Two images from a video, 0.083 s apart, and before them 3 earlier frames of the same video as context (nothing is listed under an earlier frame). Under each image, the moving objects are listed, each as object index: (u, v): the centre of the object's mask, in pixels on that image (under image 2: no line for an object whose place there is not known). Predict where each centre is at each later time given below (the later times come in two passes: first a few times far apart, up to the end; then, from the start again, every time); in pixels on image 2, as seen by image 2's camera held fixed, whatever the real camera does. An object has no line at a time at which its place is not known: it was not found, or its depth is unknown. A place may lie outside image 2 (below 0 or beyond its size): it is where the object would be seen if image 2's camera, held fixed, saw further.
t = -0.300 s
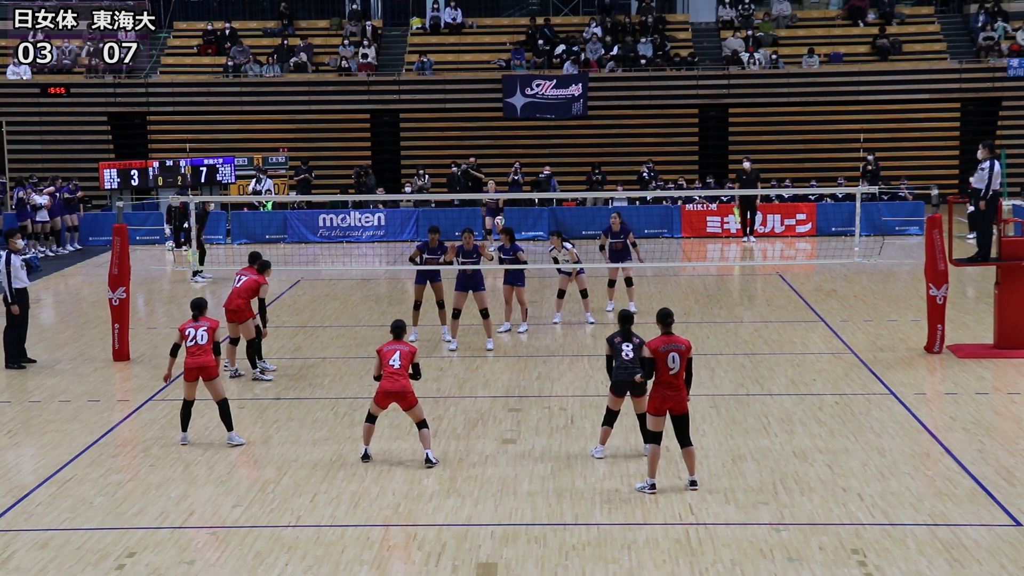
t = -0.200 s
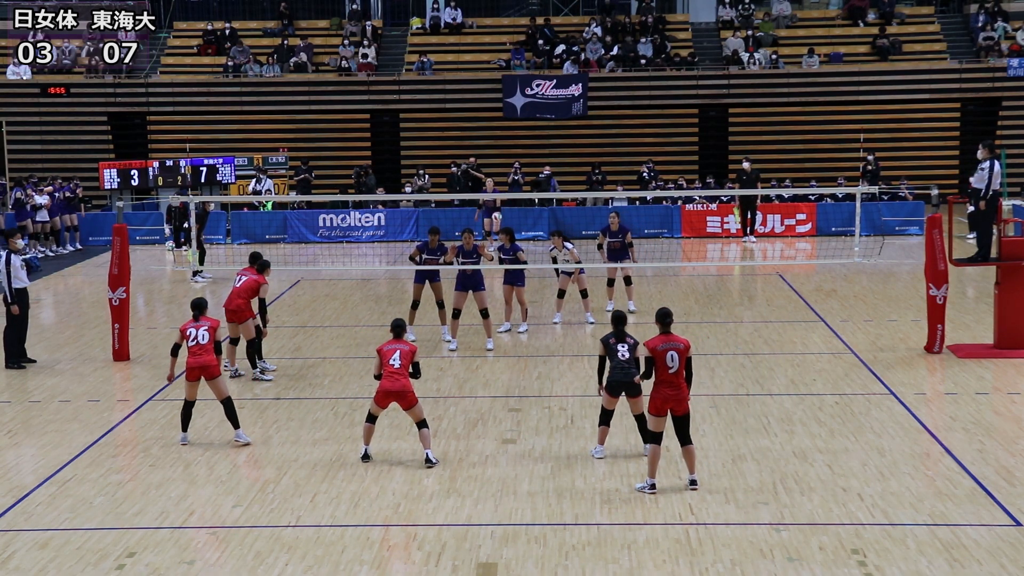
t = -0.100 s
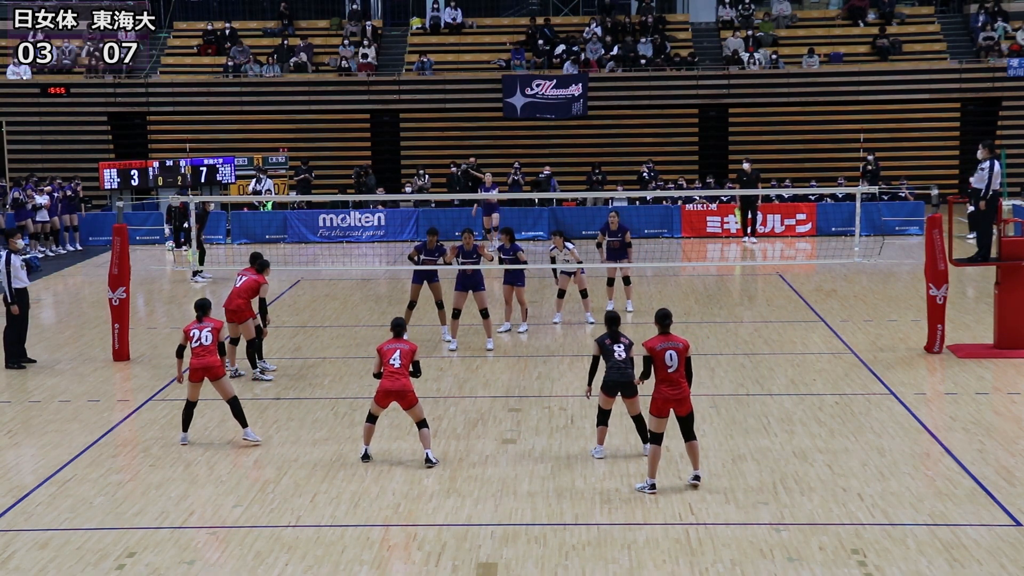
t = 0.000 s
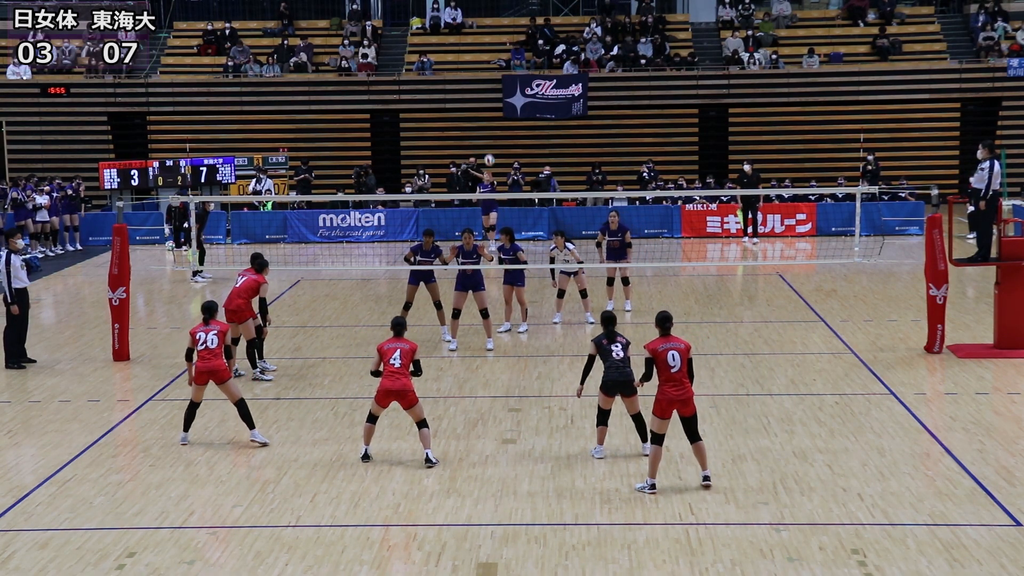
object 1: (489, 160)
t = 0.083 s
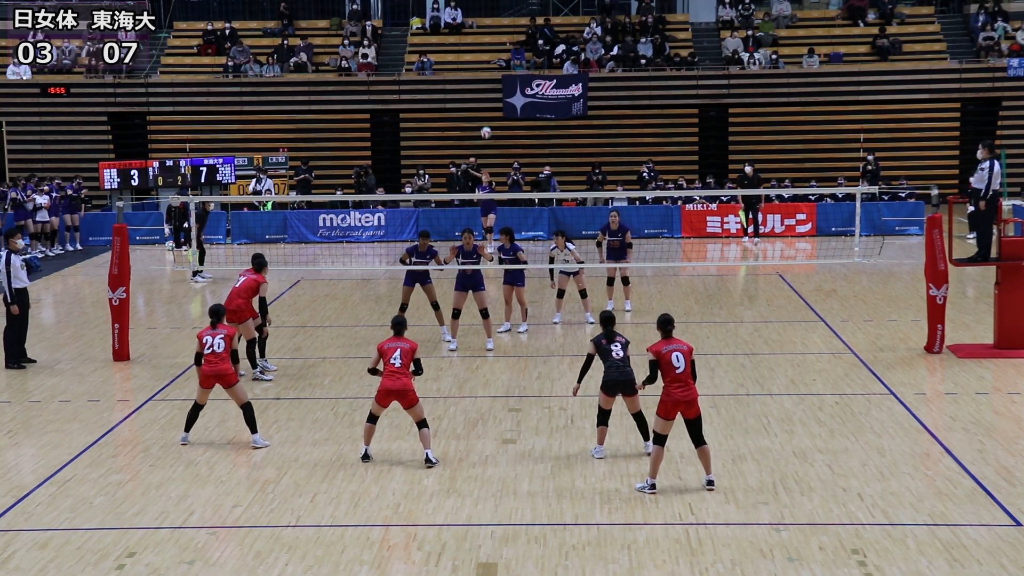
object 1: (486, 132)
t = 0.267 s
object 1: (479, 83)
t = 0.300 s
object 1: (477, 76)
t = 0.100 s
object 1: (485, 127)
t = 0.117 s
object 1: (485, 122)
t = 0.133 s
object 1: (484, 117)
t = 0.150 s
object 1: (483, 112)
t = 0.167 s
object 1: (483, 107)
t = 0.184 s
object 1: (482, 103)
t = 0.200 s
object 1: (481, 99)
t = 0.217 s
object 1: (481, 95)
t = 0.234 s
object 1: (480, 90)
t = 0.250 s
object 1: (480, 87)
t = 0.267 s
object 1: (479, 83)
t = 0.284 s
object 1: (478, 79)
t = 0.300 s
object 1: (477, 76)
